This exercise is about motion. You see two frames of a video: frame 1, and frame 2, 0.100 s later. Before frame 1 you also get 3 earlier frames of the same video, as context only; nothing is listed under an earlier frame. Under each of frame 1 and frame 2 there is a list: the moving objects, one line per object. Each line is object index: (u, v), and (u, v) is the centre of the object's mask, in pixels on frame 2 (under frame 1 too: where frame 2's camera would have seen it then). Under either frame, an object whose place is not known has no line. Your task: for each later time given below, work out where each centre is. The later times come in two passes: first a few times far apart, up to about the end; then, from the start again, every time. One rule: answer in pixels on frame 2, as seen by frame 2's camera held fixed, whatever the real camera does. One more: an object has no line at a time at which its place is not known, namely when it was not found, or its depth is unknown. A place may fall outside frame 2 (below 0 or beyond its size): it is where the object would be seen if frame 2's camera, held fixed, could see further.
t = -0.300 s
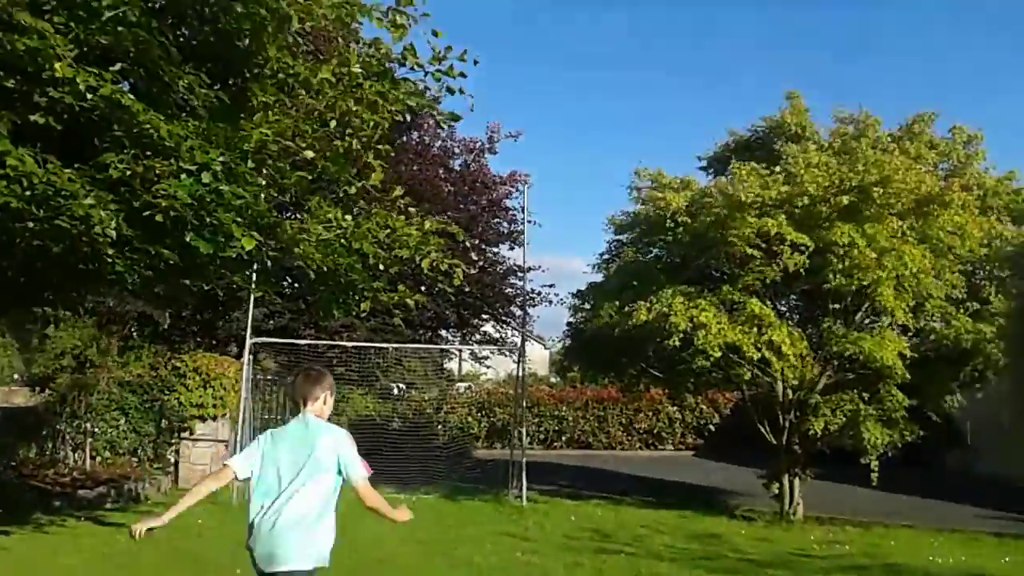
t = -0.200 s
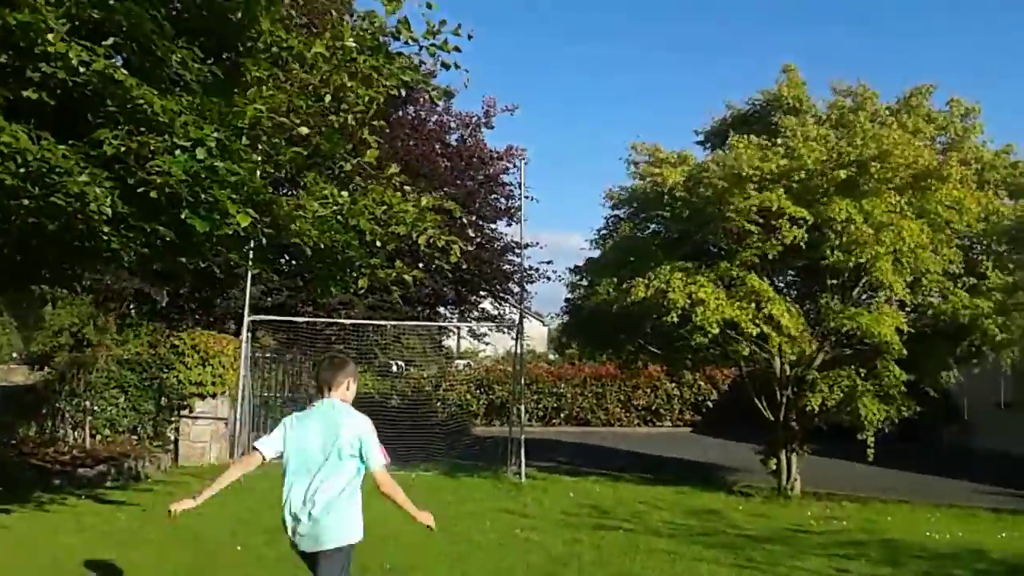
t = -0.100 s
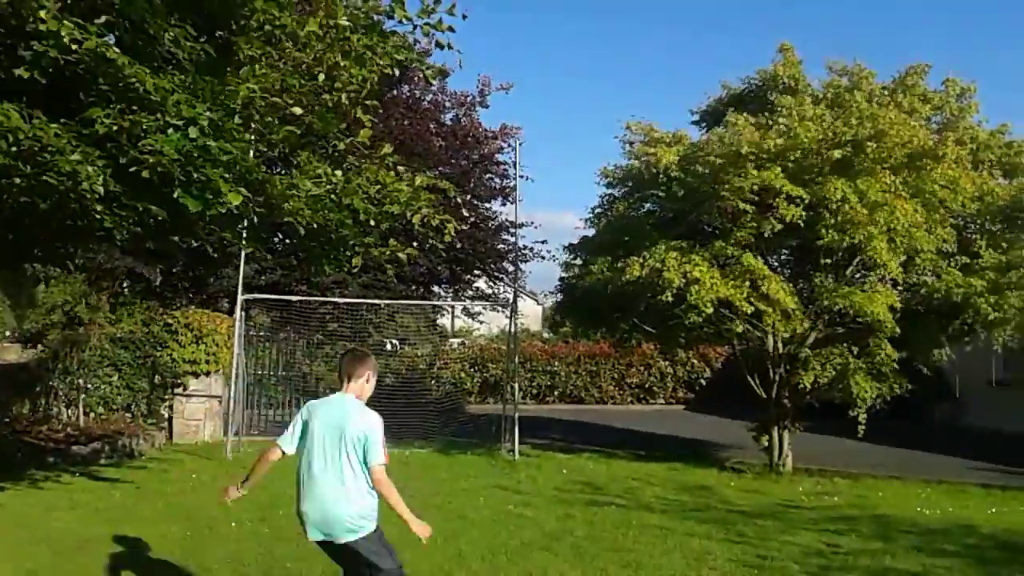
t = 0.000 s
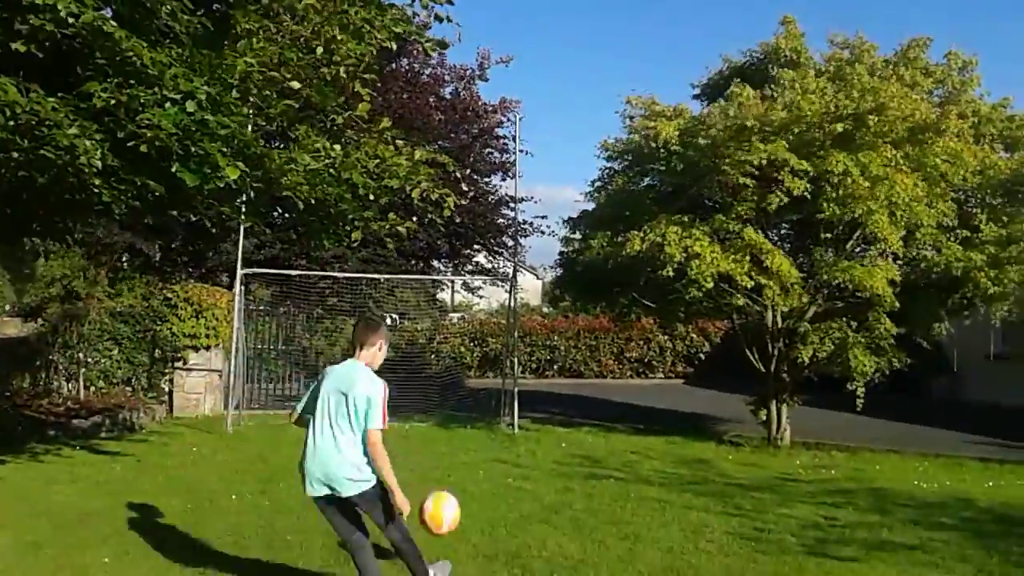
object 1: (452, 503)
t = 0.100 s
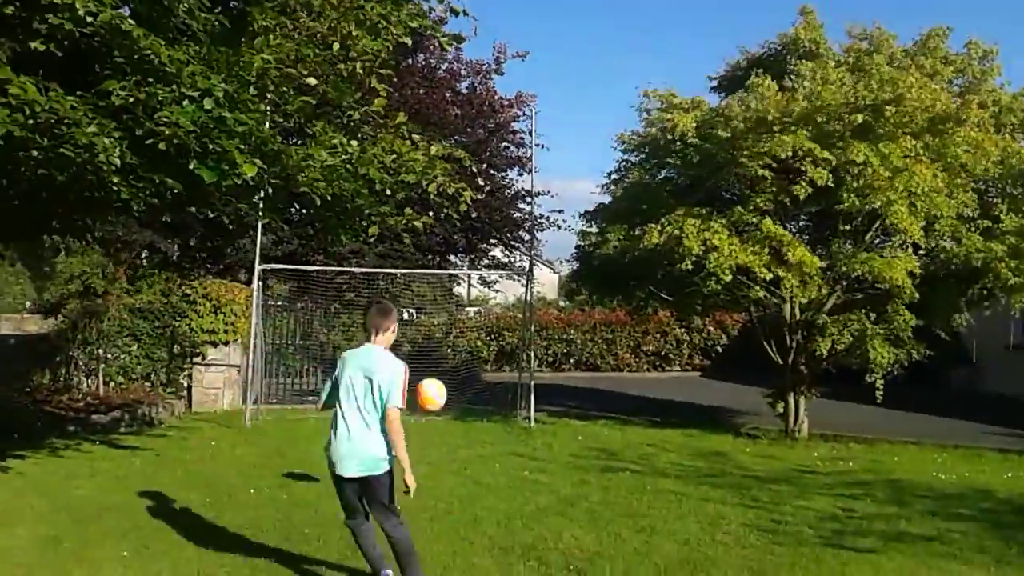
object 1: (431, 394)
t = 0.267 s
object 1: (399, 315)
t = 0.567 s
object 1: (368, 302)
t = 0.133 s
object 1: (423, 372)
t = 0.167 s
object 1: (414, 353)
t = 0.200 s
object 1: (408, 338)
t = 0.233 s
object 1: (404, 325)
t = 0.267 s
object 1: (399, 315)
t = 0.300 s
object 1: (393, 308)
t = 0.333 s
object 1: (389, 303)
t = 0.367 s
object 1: (385, 299)
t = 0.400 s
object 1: (381, 297)
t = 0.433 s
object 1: (377, 295)
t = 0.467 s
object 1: (374, 296)
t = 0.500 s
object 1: (371, 296)
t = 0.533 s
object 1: (370, 299)
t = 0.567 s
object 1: (368, 302)
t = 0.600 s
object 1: (367, 308)
